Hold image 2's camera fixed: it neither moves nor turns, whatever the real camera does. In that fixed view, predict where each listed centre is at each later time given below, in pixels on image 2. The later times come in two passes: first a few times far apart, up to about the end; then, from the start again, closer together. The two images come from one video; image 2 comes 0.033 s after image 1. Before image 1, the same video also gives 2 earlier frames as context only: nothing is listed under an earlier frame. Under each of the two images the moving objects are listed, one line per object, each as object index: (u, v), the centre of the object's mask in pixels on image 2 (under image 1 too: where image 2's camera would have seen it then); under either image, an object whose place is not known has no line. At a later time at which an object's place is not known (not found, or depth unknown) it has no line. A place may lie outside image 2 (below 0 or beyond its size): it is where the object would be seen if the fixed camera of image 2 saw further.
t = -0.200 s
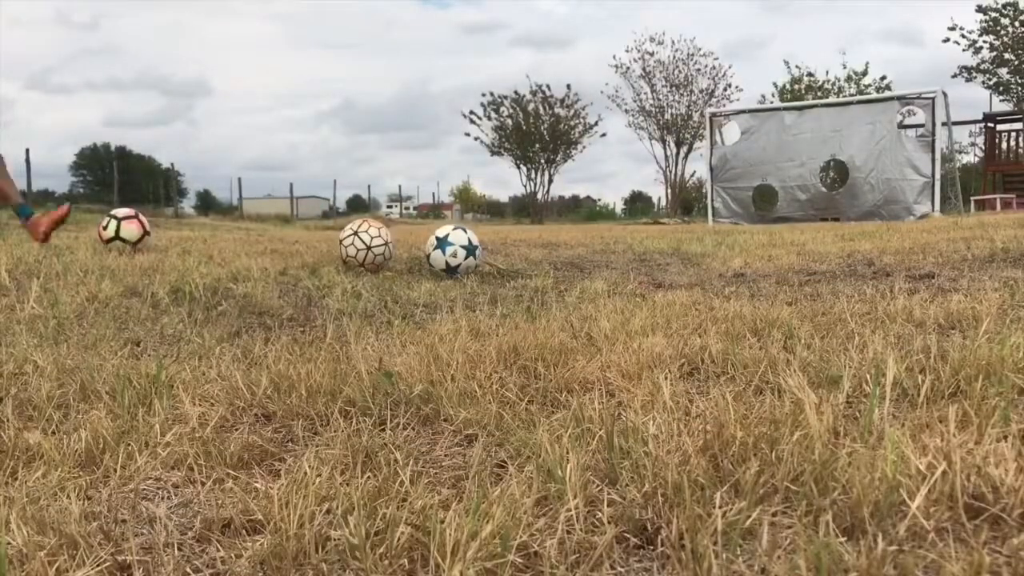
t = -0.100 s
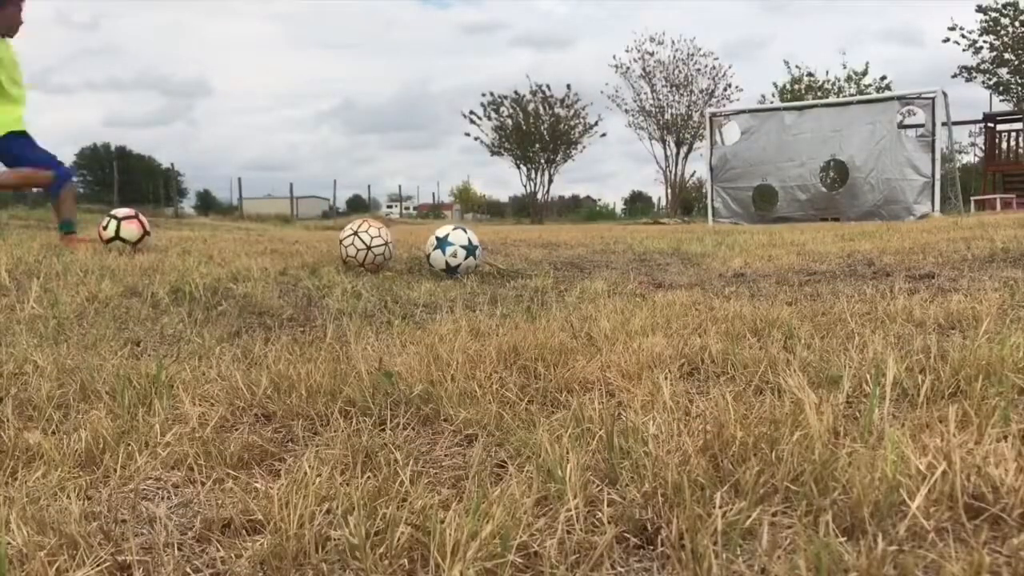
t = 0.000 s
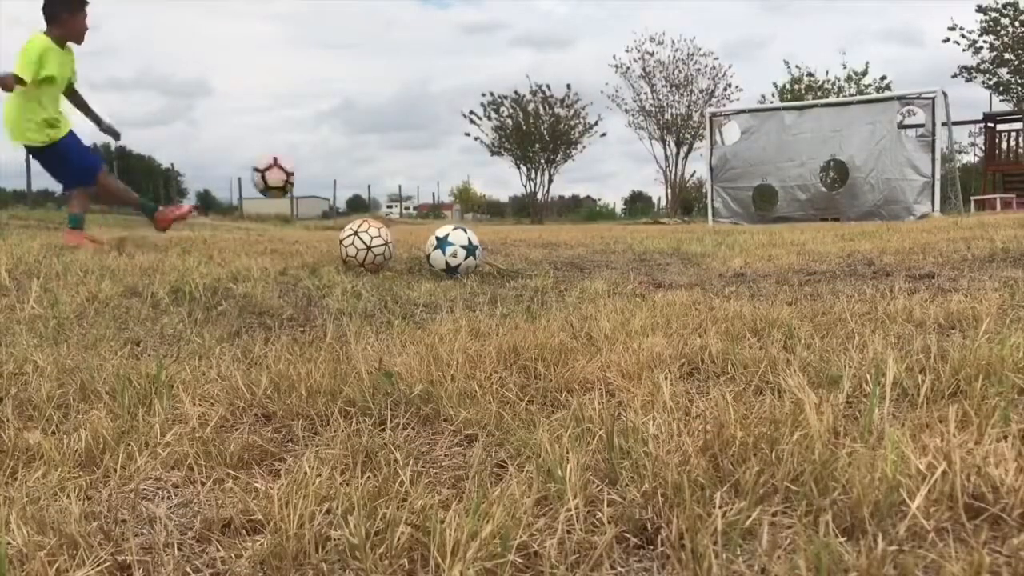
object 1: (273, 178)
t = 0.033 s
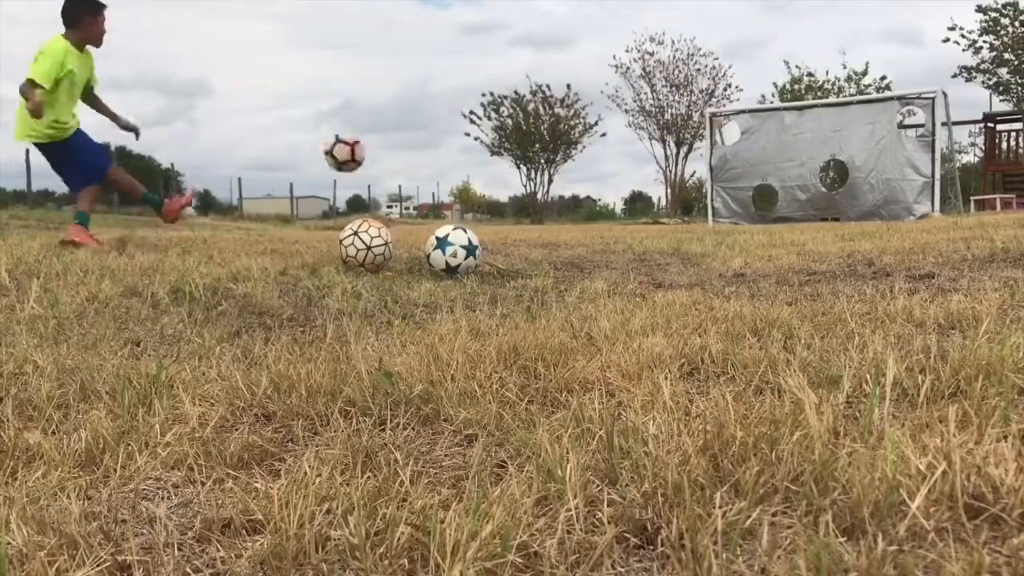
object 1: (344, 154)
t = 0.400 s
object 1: (748, 65)
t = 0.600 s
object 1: (843, 78)
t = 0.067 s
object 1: (407, 133)
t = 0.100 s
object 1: (459, 117)
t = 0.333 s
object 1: (706, 67)
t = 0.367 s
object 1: (726, 65)
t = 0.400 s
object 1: (748, 65)
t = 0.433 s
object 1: (767, 65)
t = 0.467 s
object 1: (785, 67)
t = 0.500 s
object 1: (800, 69)
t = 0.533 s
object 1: (816, 71)
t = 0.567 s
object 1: (828, 74)
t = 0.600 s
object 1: (843, 78)
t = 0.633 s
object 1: (852, 80)
